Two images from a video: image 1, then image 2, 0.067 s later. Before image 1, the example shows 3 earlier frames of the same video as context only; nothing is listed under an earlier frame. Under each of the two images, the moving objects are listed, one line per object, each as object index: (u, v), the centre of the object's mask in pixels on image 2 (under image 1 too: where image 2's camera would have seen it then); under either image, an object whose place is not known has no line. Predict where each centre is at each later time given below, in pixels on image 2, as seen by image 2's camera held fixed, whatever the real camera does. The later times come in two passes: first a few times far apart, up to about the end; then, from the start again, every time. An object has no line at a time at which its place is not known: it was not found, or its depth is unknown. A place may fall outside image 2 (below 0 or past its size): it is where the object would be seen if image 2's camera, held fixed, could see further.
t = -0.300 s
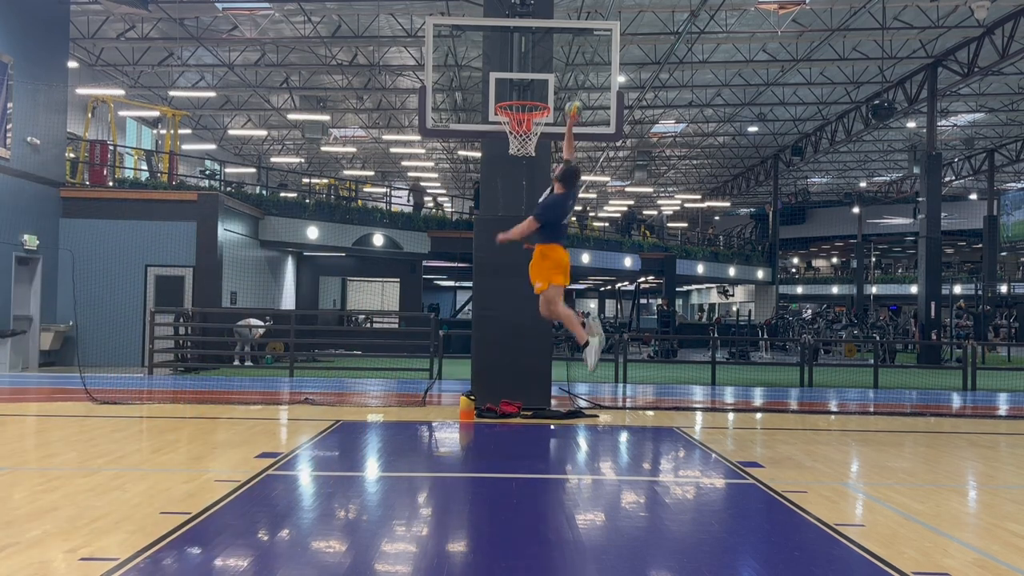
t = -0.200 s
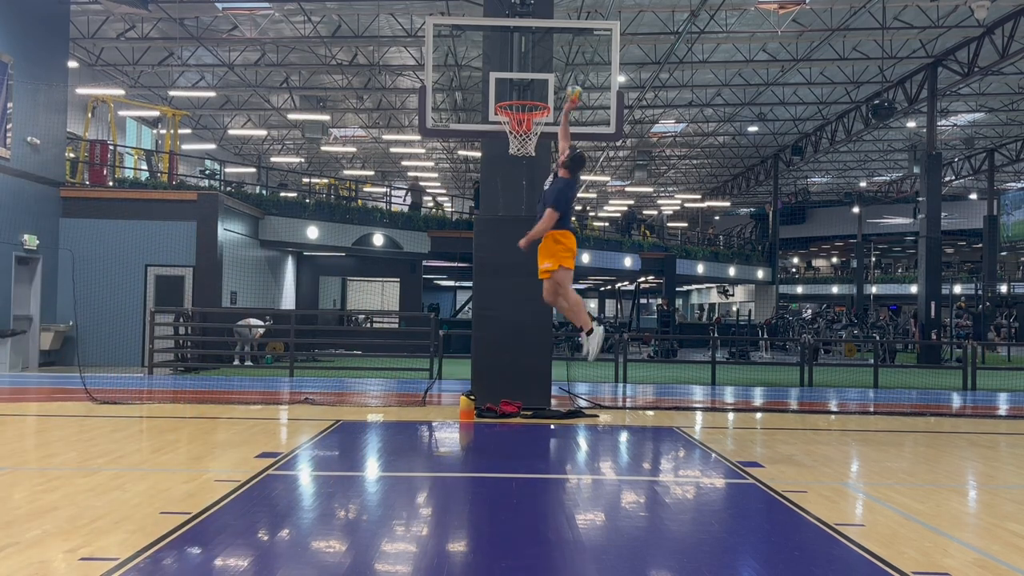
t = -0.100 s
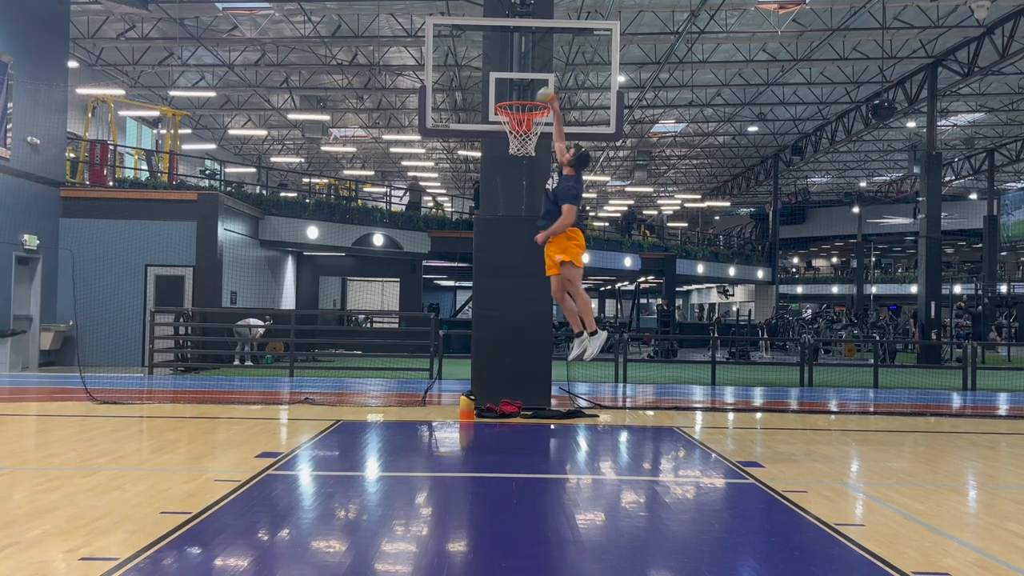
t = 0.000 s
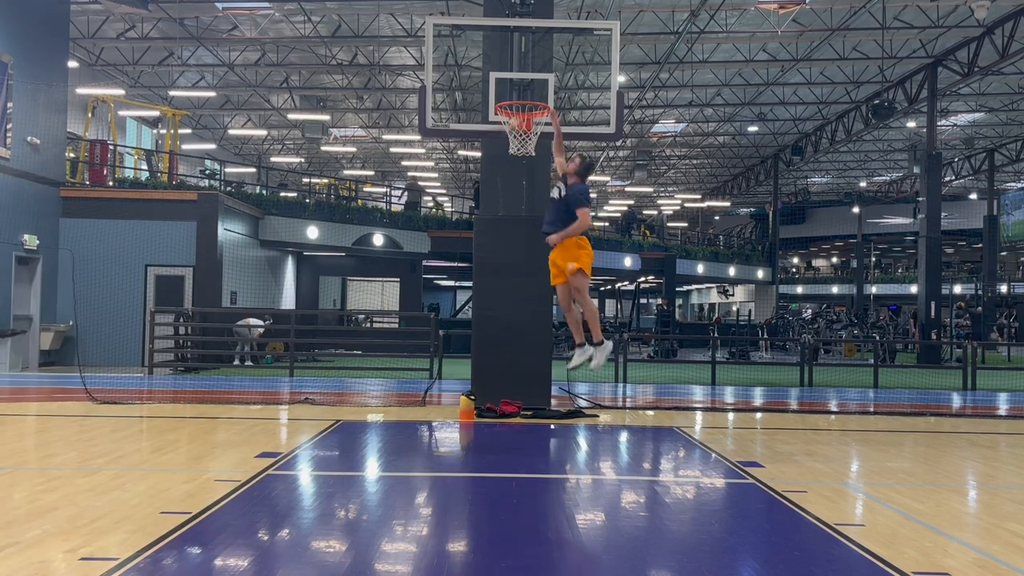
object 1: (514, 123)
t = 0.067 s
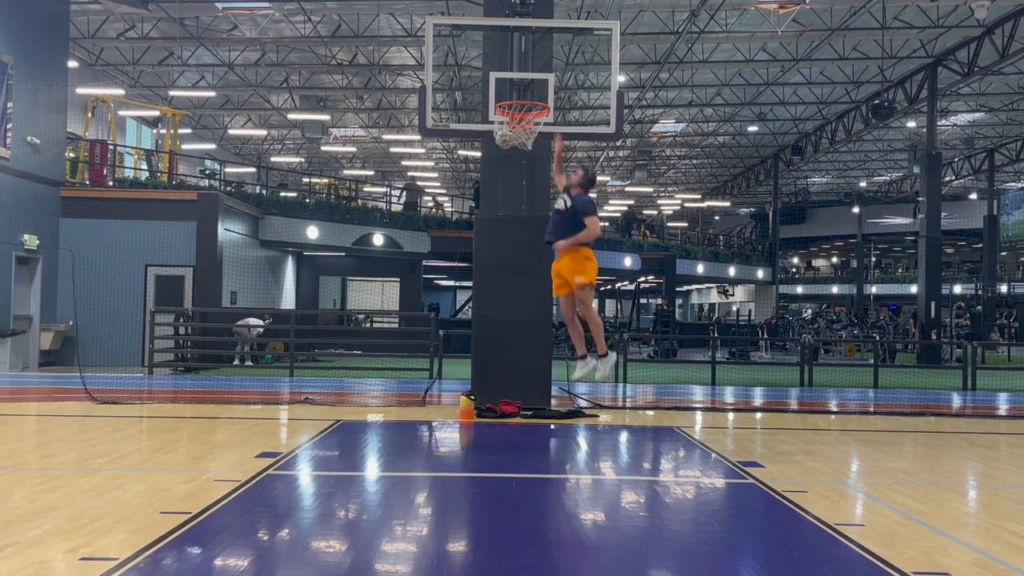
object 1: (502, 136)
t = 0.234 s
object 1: (506, 143)
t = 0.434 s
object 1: (516, 177)
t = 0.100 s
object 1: (503, 139)
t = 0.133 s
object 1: (505, 141)
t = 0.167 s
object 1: (504, 142)
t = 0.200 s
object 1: (504, 143)
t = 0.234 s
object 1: (506, 143)
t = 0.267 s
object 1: (507, 148)
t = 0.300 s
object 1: (509, 152)
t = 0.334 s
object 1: (511, 157)
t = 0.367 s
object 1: (512, 162)
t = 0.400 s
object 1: (515, 170)
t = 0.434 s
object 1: (516, 177)
